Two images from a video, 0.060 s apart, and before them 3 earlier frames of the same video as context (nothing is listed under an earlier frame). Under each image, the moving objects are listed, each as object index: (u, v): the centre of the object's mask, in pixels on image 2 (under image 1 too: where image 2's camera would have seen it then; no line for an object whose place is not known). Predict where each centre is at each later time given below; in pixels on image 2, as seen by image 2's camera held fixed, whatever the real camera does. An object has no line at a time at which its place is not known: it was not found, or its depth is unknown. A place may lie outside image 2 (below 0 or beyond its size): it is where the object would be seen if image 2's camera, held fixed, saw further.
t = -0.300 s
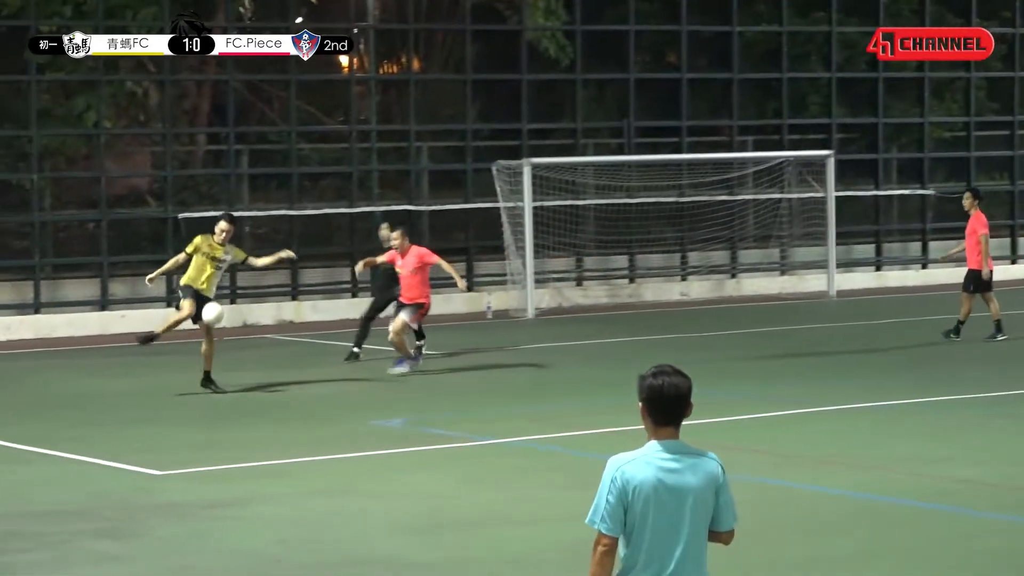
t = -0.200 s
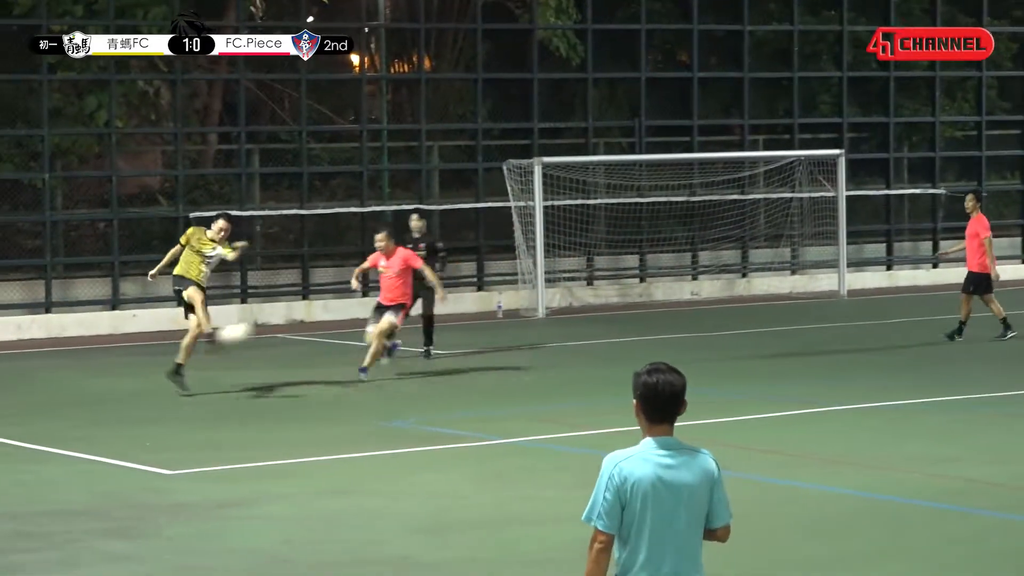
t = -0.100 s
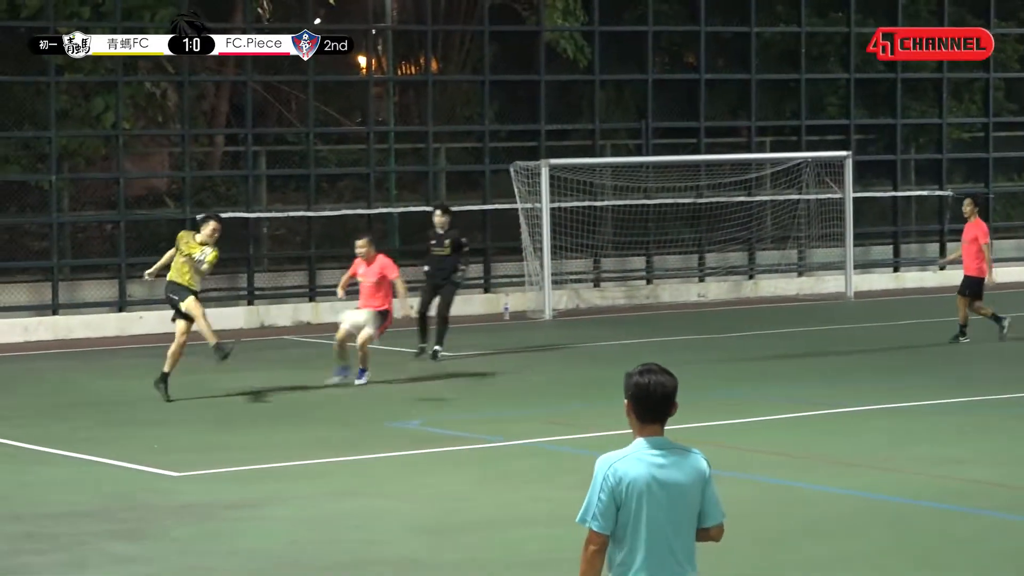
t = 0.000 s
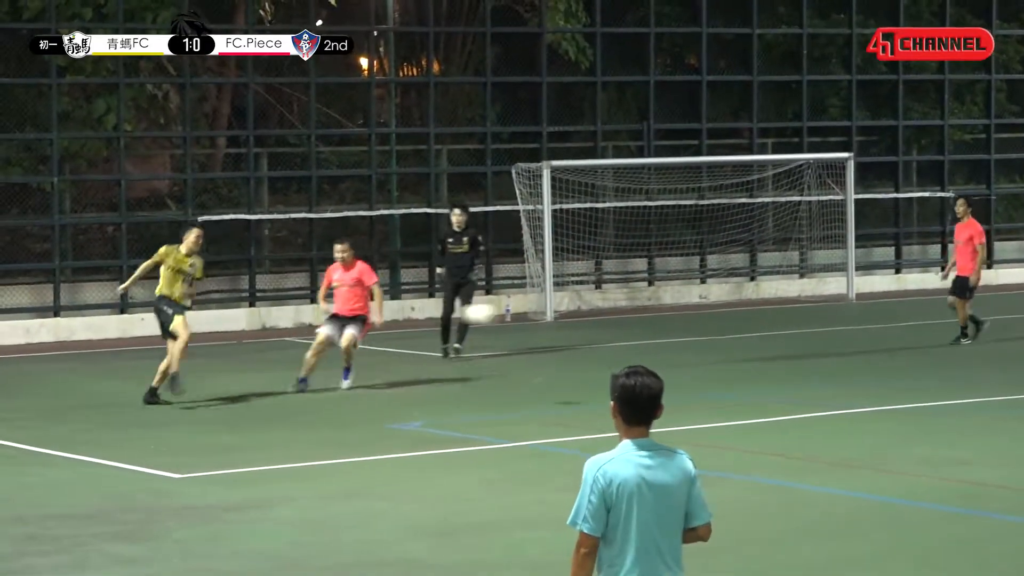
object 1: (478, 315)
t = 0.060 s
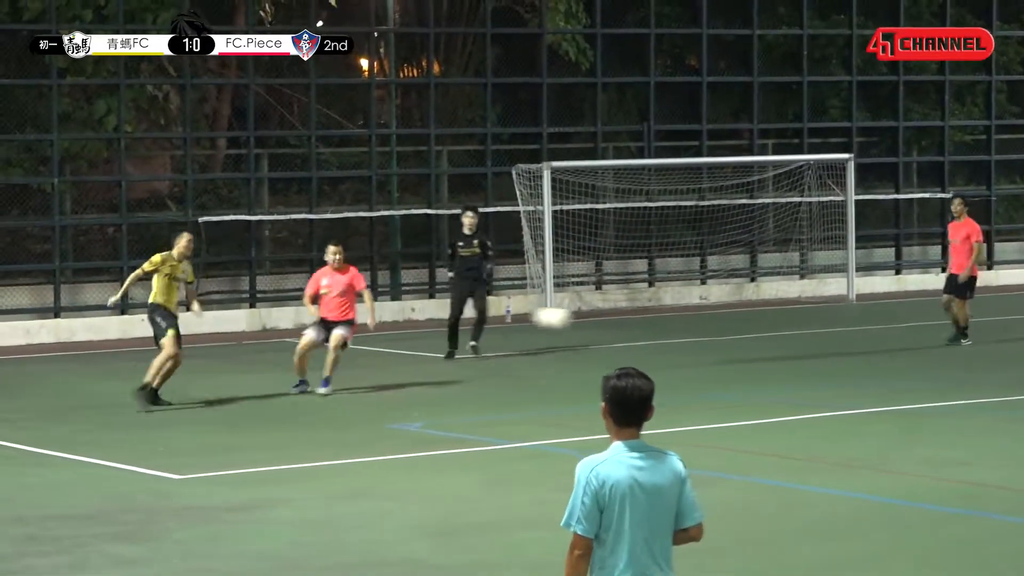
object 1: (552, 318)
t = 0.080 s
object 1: (577, 320)
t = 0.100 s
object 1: (602, 323)
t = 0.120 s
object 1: (627, 325)
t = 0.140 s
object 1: (652, 329)
